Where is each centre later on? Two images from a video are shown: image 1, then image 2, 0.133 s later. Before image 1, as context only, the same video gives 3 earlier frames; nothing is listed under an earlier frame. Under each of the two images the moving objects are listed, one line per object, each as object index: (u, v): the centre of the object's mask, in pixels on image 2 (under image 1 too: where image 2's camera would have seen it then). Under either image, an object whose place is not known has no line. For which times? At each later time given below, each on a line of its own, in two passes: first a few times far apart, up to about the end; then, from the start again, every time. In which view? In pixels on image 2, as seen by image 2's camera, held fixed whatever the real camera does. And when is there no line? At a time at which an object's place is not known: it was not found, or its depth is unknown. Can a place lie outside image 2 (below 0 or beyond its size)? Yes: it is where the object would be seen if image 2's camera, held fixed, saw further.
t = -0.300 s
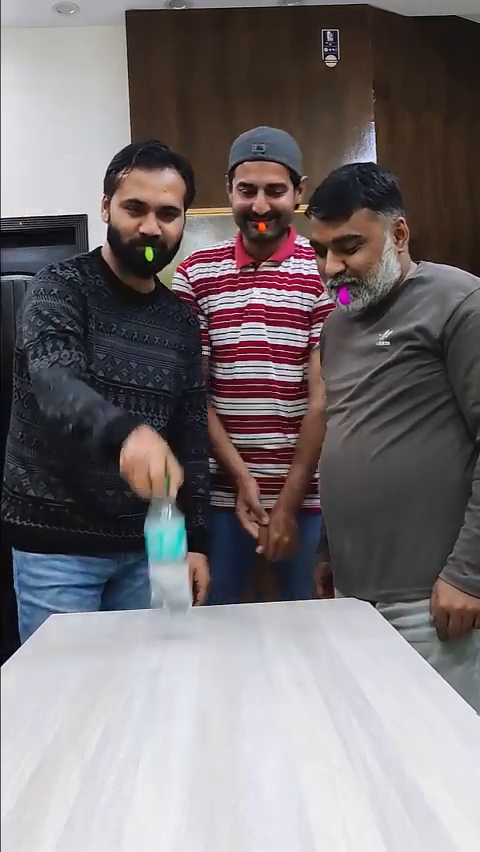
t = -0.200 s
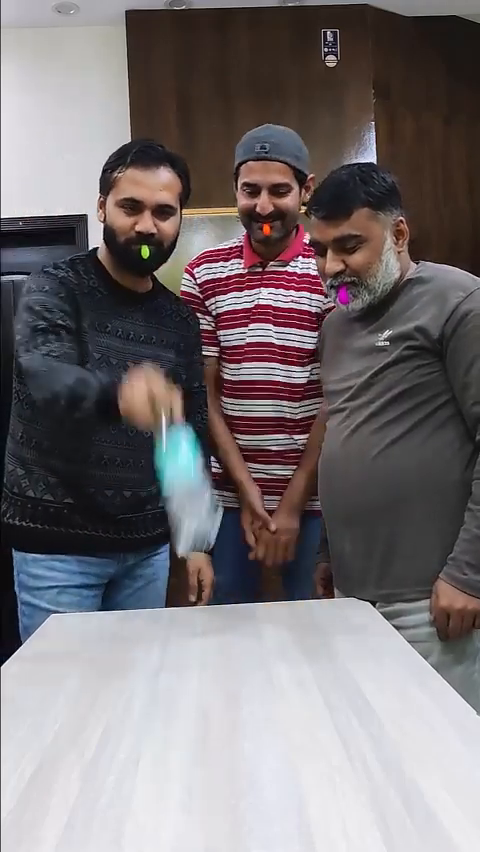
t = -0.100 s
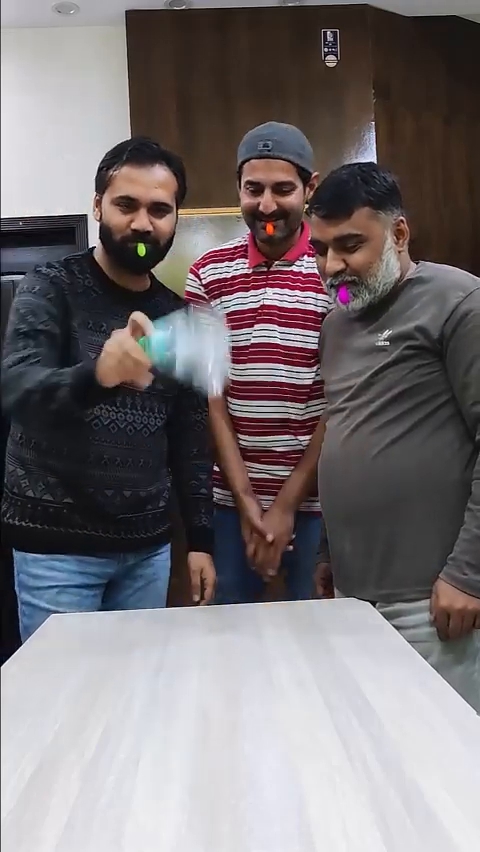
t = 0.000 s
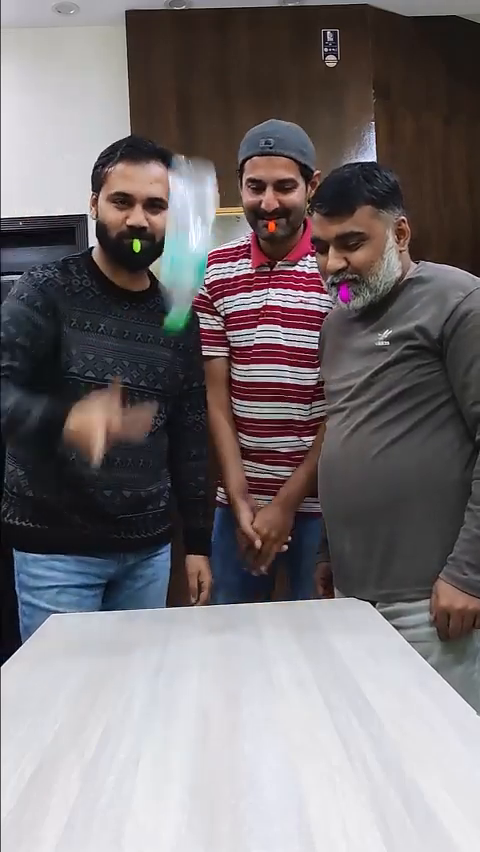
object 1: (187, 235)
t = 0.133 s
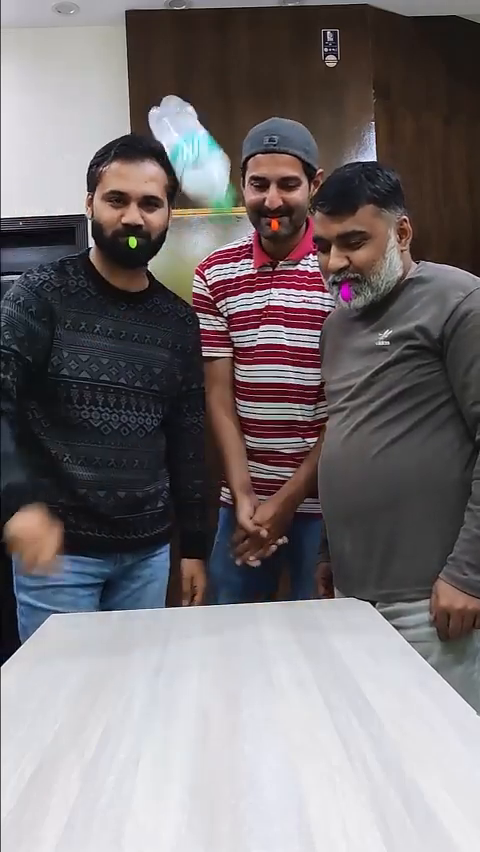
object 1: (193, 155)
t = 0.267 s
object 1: (193, 183)
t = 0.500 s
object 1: (207, 542)
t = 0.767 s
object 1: (211, 673)
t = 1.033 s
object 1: (189, 678)
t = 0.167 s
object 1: (194, 149)
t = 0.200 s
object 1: (192, 150)
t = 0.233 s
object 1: (193, 163)
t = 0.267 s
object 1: (193, 183)
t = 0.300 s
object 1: (196, 221)
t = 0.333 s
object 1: (194, 249)
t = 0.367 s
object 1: (194, 295)
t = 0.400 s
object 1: (195, 360)
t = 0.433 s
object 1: (198, 422)
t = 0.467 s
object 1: (201, 491)
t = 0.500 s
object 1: (207, 542)
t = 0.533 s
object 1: (207, 601)
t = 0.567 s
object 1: (218, 595)
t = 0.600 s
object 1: (220, 621)
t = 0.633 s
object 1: (213, 663)
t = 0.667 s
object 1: (210, 668)
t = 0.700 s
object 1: (212, 668)
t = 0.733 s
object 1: (212, 673)
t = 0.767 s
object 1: (211, 673)
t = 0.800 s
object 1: (208, 673)
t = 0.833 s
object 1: (205, 674)
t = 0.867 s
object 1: (204, 675)
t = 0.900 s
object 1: (200, 675)
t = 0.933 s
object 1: (197, 675)
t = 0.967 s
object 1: (193, 676)
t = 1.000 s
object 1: (192, 677)
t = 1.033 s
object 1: (189, 678)
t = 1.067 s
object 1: (188, 678)
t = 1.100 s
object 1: (186, 678)
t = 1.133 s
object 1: (184, 679)
